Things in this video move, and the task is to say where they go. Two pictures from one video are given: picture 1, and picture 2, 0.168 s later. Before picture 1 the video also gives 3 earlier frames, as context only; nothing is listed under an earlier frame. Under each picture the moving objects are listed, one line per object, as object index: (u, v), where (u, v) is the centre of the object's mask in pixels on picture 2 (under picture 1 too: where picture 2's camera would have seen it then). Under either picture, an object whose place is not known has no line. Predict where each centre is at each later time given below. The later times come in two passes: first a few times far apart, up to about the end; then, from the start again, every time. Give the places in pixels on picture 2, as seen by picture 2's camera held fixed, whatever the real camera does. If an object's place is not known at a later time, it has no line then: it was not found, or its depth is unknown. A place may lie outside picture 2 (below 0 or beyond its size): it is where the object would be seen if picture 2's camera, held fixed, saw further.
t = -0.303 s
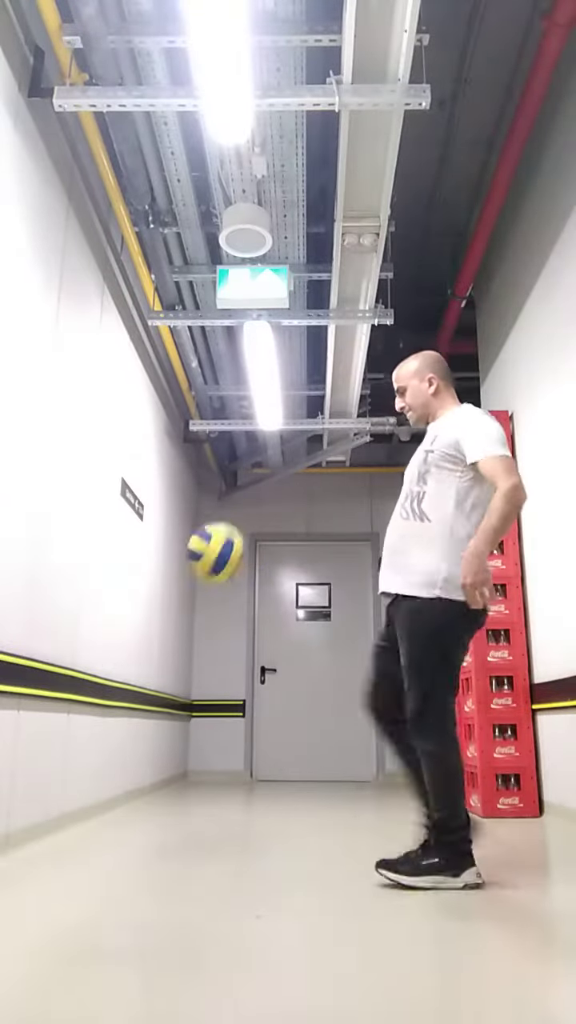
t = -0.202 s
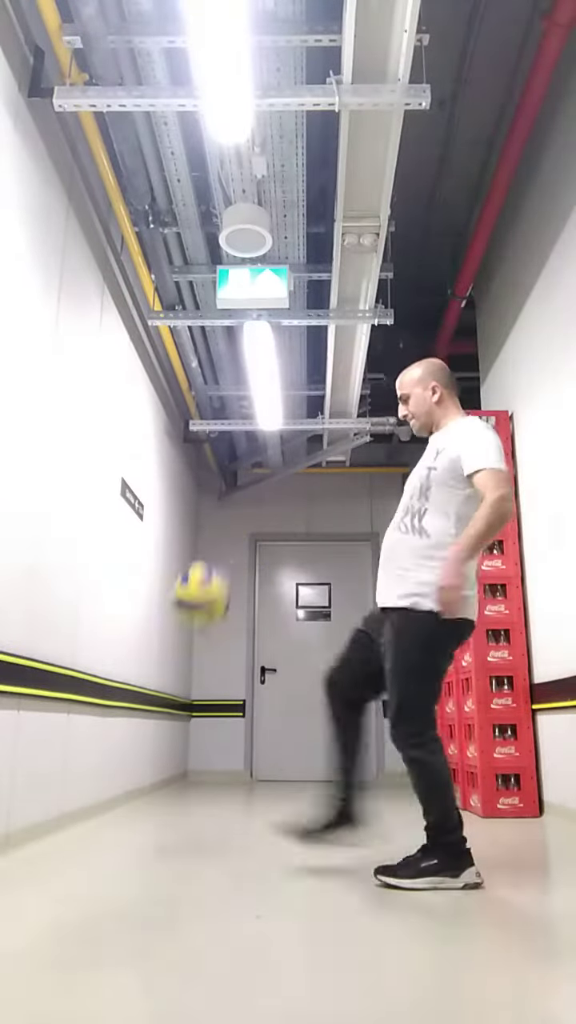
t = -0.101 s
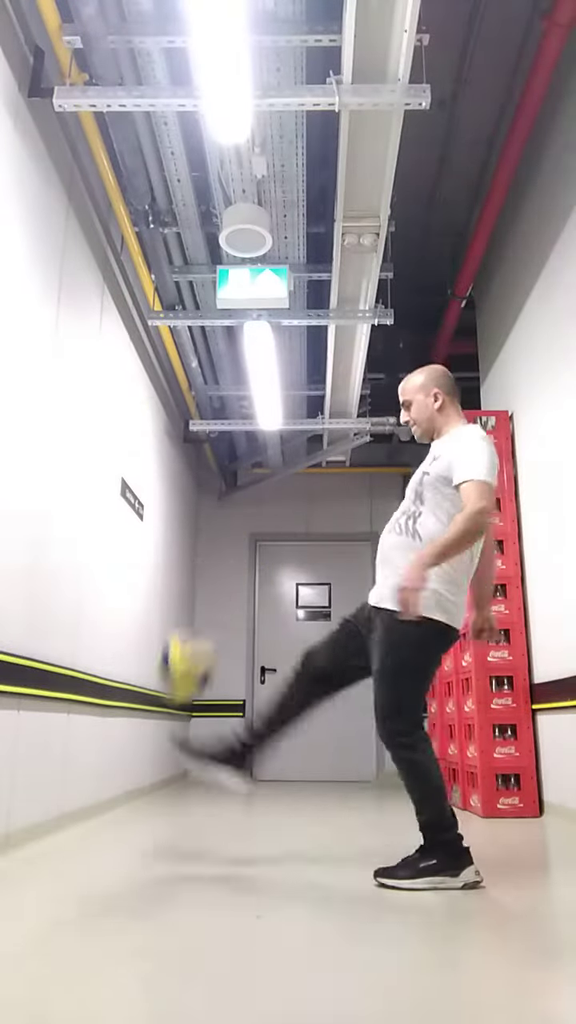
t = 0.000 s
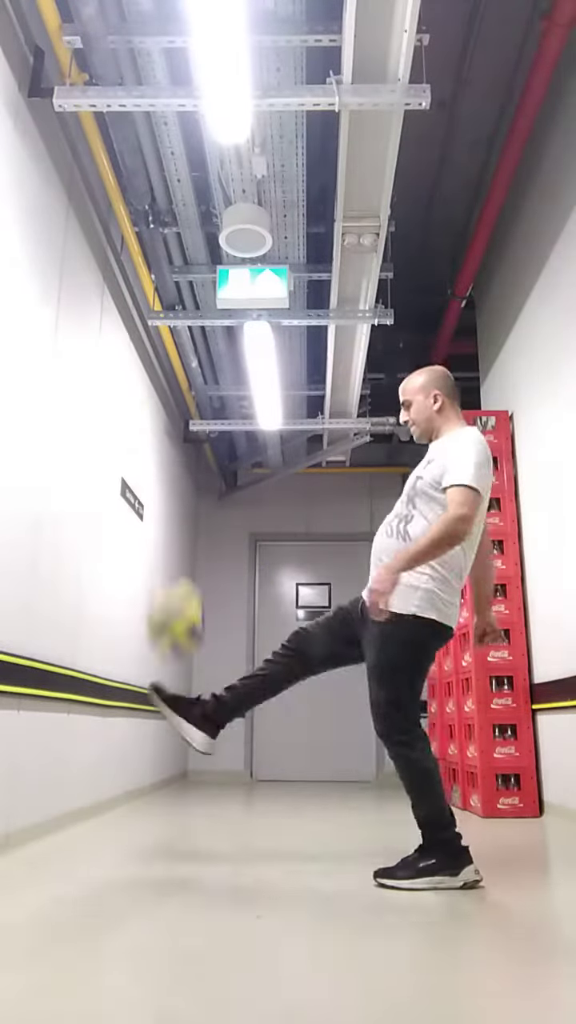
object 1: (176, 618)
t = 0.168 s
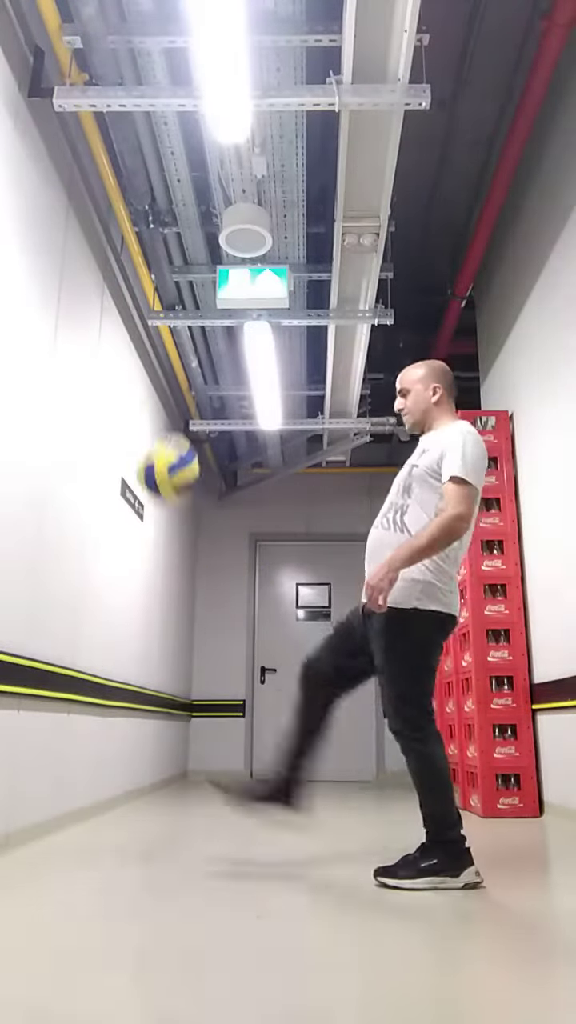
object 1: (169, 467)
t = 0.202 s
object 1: (167, 445)
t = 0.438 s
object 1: (142, 375)
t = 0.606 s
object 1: (115, 421)
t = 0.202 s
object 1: (167, 445)
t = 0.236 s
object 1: (164, 428)
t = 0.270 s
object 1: (160, 411)
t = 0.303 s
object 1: (158, 400)
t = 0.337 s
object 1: (154, 390)
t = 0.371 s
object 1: (150, 381)
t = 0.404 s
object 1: (145, 376)
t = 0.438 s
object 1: (142, 375)
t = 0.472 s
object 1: (137, 376)
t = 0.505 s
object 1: (132, 379)
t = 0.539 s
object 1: (128, 388)
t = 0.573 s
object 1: (122, 400)
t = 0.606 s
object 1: (115, 421)
